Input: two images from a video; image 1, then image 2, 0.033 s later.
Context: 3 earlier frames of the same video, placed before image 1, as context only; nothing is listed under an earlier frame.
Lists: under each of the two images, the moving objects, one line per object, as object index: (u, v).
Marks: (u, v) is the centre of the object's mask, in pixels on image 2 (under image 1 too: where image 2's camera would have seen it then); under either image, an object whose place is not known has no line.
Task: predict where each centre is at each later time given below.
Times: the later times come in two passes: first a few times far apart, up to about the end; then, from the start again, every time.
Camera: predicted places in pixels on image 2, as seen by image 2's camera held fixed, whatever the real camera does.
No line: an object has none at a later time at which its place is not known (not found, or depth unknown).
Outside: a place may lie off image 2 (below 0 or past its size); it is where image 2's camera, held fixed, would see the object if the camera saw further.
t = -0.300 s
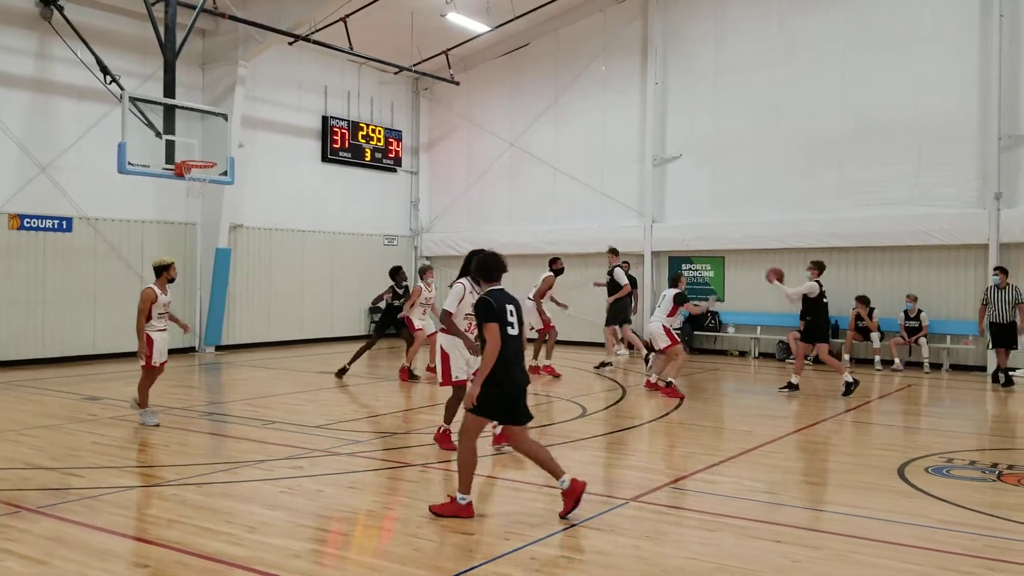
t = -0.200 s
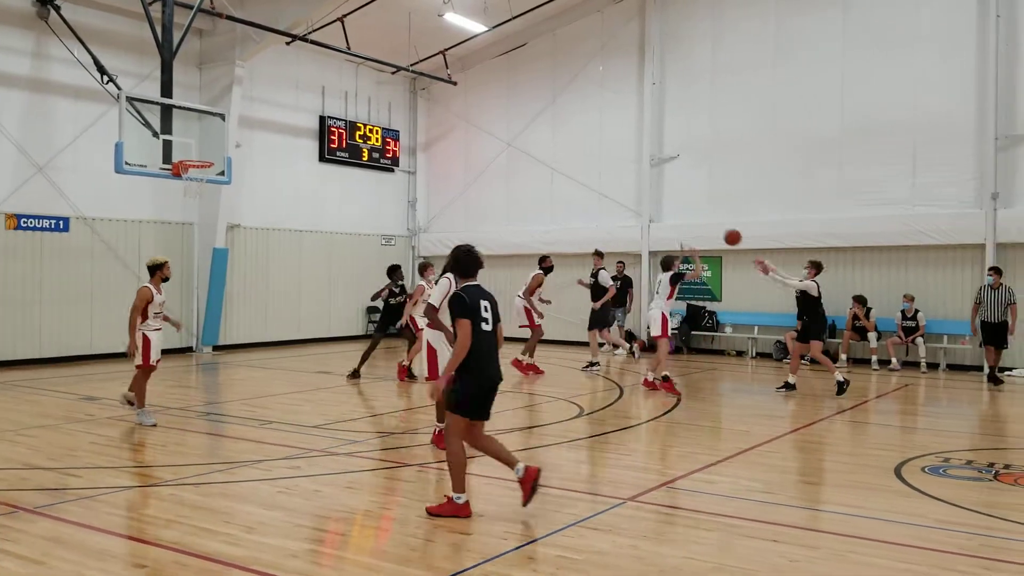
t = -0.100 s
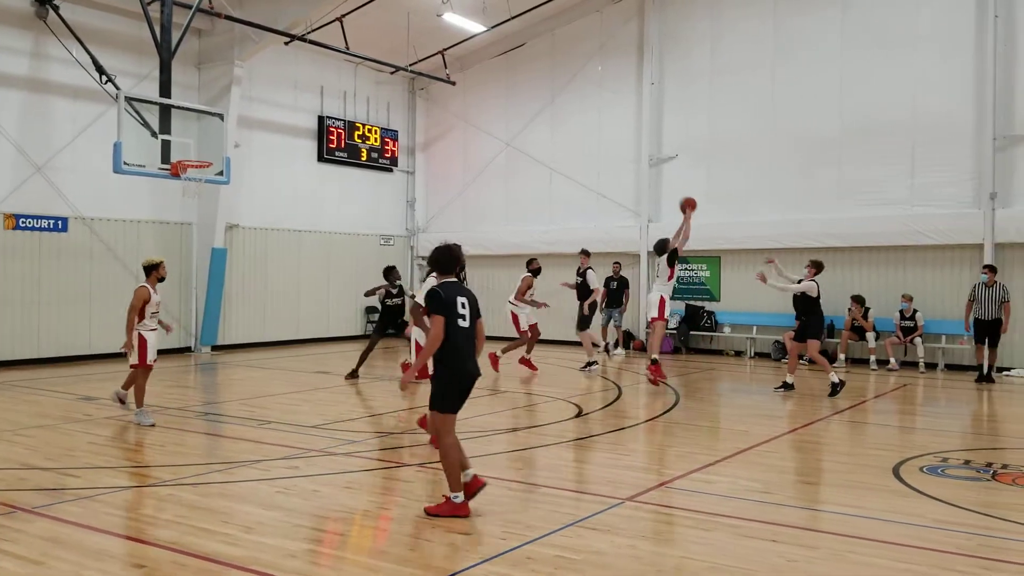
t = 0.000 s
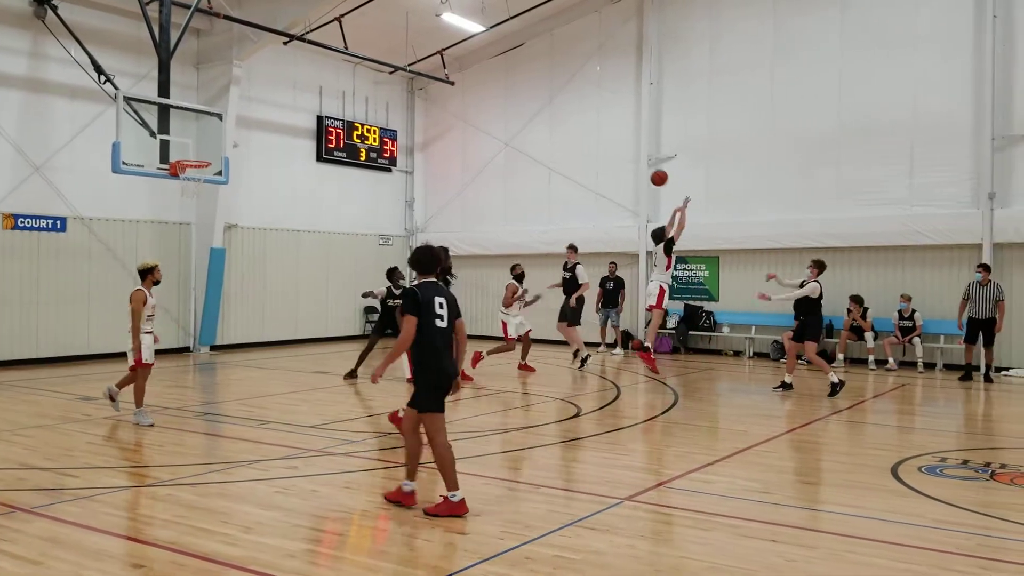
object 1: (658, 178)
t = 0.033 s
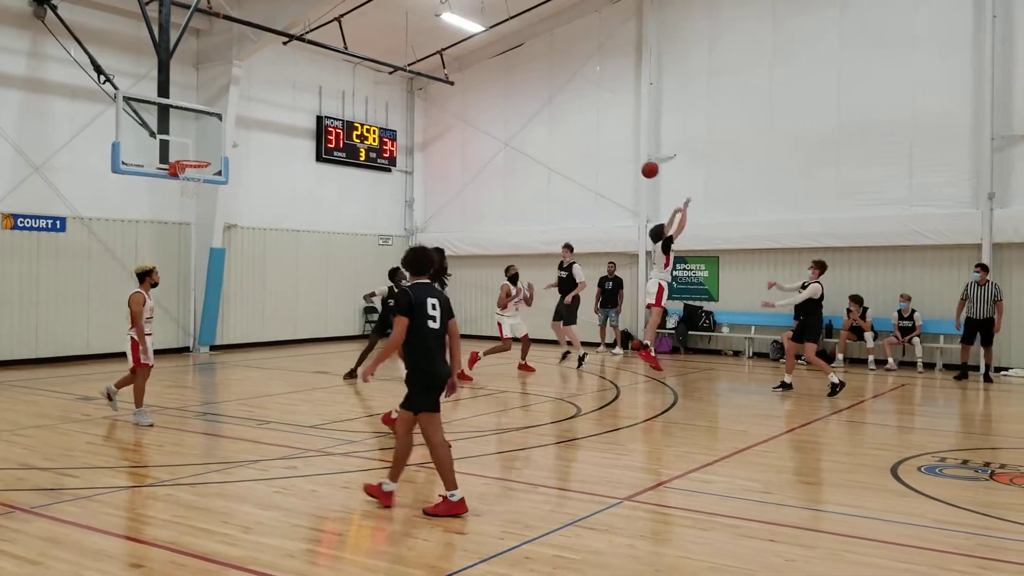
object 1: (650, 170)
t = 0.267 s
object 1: (586, 136)
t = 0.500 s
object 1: (520, 140)
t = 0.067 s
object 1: (641, 163)
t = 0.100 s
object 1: (632, 156)
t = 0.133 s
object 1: (623, 151)
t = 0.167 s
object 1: (614, 146)
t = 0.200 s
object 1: (604, 142)
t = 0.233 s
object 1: (596, 138)
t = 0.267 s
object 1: (586, 136)
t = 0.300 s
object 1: (577, 134)
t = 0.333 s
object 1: (567, 133)
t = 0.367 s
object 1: (558, 133)
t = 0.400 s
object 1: (549, 133)
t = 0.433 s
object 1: (539, 135)
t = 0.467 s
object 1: (530, 137)
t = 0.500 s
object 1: (520, 140)
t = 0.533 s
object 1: (510, 144)
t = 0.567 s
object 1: (501, 148)
